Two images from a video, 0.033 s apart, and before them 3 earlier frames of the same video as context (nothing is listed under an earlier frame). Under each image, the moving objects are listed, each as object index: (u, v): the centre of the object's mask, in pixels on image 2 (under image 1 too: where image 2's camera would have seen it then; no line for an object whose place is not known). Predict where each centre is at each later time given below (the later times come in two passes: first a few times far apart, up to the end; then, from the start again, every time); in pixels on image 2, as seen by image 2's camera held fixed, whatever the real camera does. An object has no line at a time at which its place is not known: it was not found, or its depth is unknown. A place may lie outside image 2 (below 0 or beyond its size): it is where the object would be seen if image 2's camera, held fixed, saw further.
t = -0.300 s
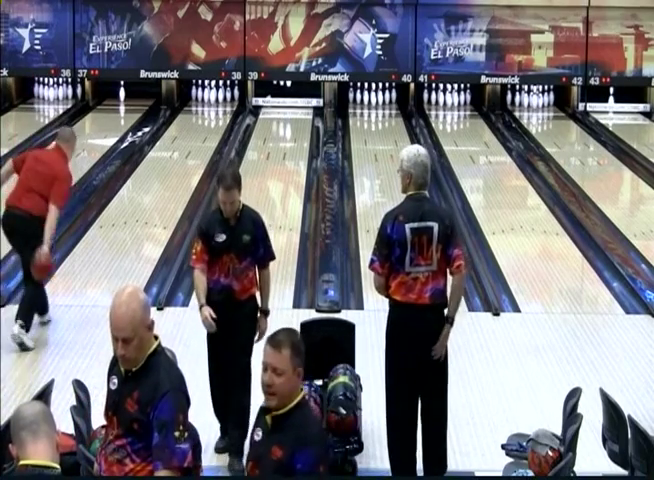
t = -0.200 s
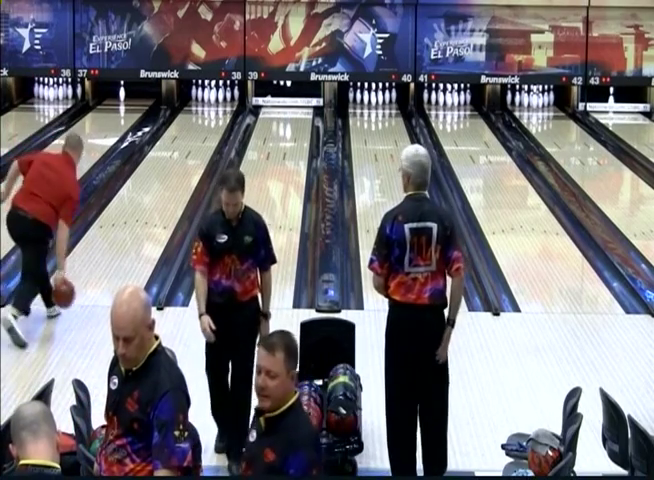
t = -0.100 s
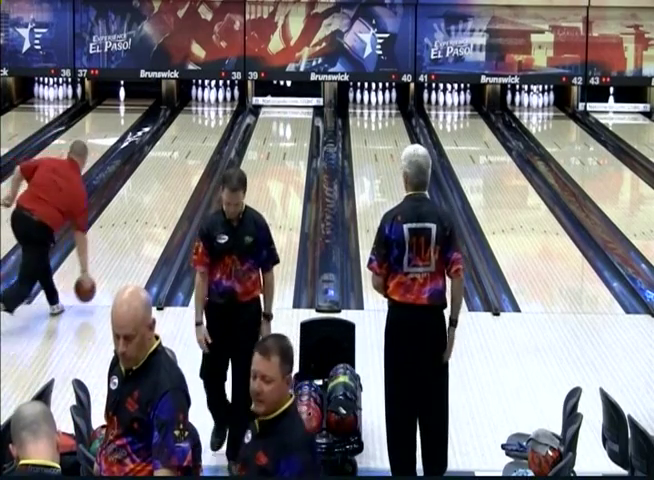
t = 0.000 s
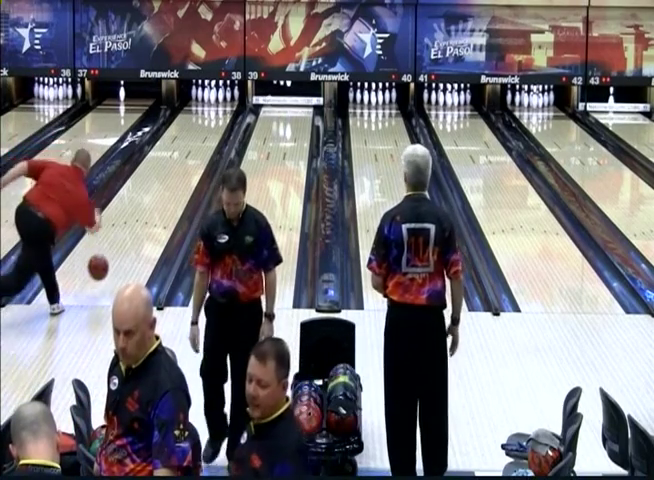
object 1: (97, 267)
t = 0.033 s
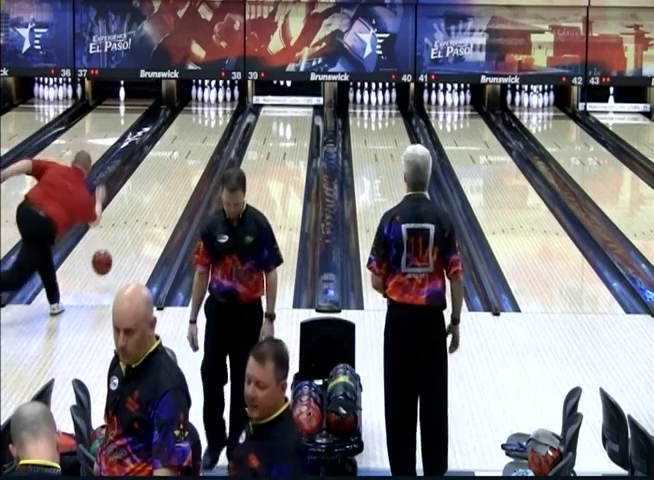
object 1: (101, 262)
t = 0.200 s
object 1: (118, 251)
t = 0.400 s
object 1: (136, 227)
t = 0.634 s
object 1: (154, 203)
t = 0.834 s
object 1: (166, 184)
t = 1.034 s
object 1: (177, 169)
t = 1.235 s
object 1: (186, 155)
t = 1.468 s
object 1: (196, 141)
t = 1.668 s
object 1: (202, 130)
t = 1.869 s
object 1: (206, 120)
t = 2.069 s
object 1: (208, 111)
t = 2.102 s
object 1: (208, 110)
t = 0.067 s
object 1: (105, 258)
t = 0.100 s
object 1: (108, 256)
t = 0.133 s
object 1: (112, 255)
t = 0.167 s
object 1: (115, 256)
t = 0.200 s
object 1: (118, 251)
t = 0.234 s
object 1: (122, 246)
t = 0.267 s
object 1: (125, 243)
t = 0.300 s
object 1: (128, 239)
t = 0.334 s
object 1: (131, 235)
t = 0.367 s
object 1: (133, 231)
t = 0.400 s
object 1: (136, 227)
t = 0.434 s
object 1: (139, 223)
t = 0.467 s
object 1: (141, 220)
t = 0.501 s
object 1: (144, 216)
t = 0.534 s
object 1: (147, 213)
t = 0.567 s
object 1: (149, 209)
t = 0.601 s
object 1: (151, 206)
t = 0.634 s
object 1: (154, 203)
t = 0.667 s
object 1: (156, 199)
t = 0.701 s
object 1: (158, 196)
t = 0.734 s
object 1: (160, 193)
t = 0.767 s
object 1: (162, 190)
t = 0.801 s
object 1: (164, 187)
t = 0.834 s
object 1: (166, 184)
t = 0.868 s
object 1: (168, 182)
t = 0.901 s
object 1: (170, 179)
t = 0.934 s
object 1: (172, 176)
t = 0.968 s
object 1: (173, 173)
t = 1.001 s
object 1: (175, 171)
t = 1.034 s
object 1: (177, 169)
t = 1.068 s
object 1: (178, 166)
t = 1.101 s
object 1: (180, 164)
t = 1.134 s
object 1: (182, 161)
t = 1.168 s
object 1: (183, 159)
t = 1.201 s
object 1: (185, 157)
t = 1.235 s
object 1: (186, 155)
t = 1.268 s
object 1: (187, 153)
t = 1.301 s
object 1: (189, 151)
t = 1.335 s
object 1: (190, 149)
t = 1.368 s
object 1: (192, 147)
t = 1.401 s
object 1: (193, 145)
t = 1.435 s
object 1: (194, 143)
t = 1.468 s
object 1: (196, 141)
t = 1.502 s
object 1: (197, 139)
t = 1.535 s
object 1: (198, 137)
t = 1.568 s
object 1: (199, 135)
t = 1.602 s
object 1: (200, 134)
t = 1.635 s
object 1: (201, 132)
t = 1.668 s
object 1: (202, 130)
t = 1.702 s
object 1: (203, 128)
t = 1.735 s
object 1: (203, 127)
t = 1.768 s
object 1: (204, 125)
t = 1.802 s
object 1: (205, 123)
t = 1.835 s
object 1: (205, 121)
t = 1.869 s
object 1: (206, 120)
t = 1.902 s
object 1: (206, 119)
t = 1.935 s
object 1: (206, 117)
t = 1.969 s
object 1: (207, 115)
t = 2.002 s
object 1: (207, 114)
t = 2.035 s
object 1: (207, 113)
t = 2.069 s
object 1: (208, 111)
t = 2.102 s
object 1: (208, 110)
